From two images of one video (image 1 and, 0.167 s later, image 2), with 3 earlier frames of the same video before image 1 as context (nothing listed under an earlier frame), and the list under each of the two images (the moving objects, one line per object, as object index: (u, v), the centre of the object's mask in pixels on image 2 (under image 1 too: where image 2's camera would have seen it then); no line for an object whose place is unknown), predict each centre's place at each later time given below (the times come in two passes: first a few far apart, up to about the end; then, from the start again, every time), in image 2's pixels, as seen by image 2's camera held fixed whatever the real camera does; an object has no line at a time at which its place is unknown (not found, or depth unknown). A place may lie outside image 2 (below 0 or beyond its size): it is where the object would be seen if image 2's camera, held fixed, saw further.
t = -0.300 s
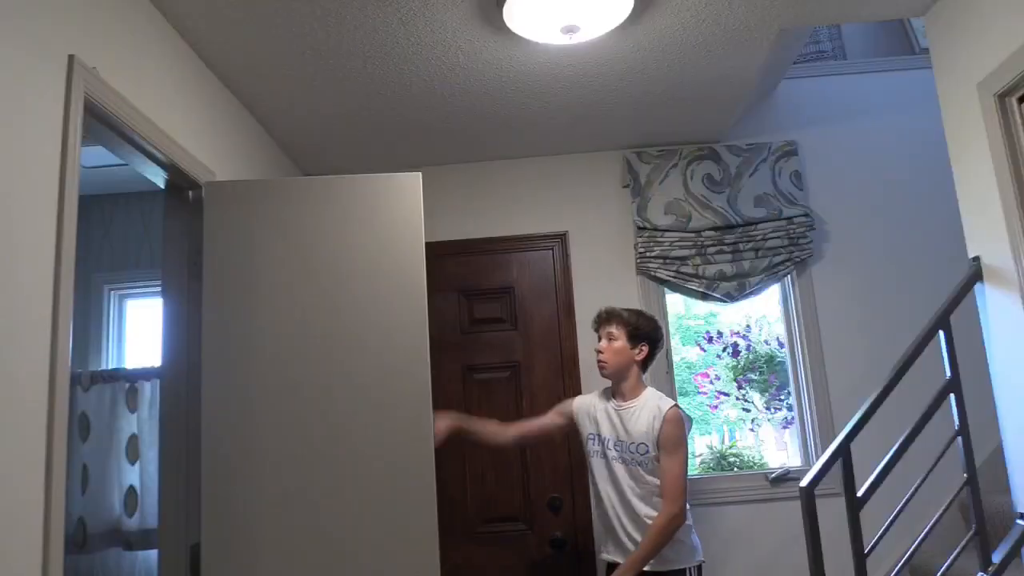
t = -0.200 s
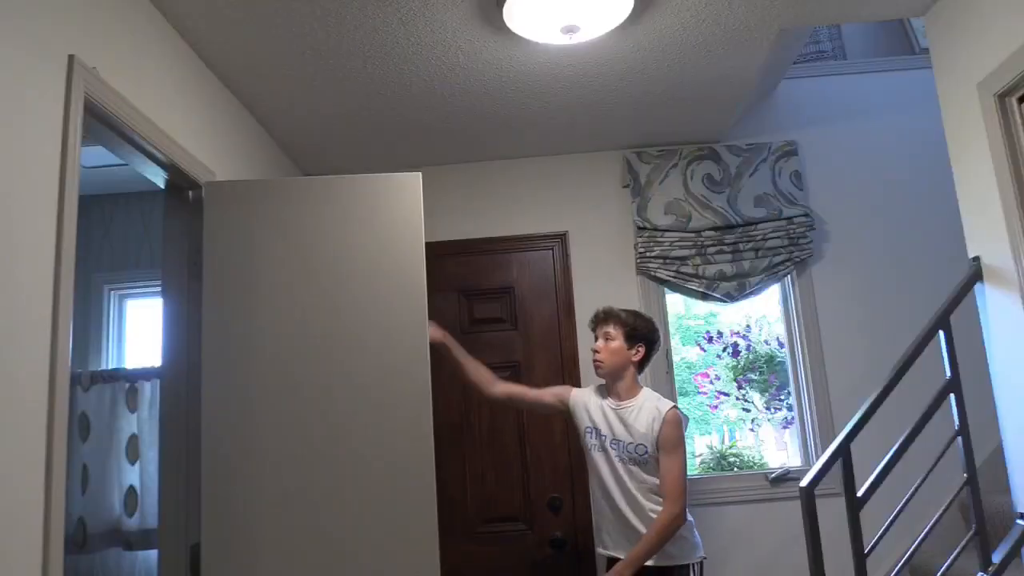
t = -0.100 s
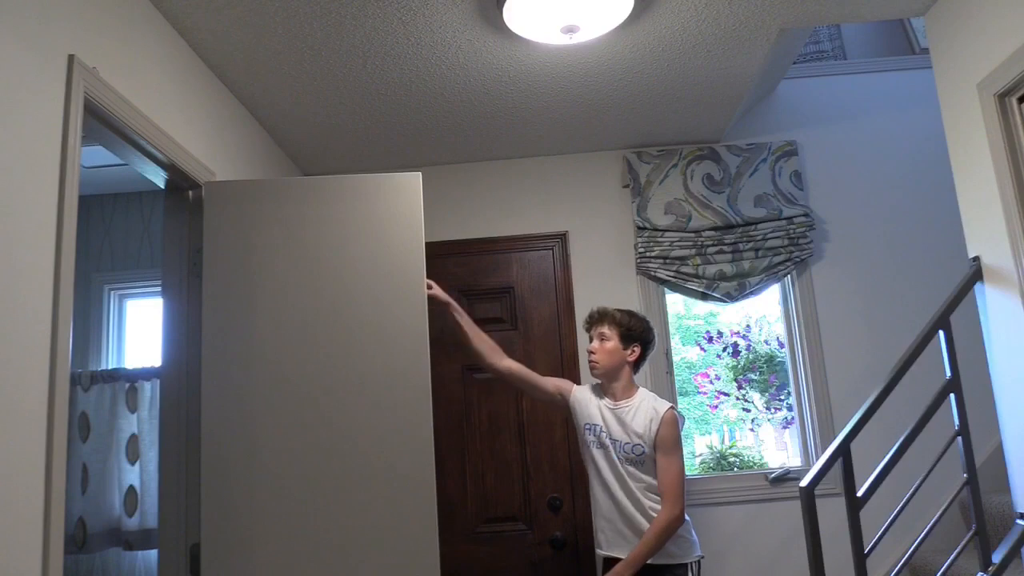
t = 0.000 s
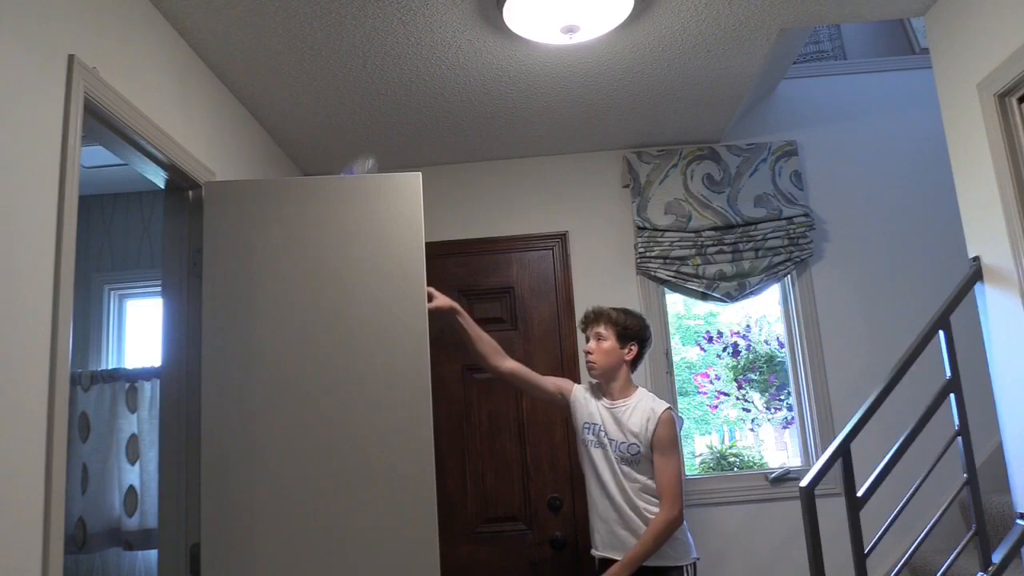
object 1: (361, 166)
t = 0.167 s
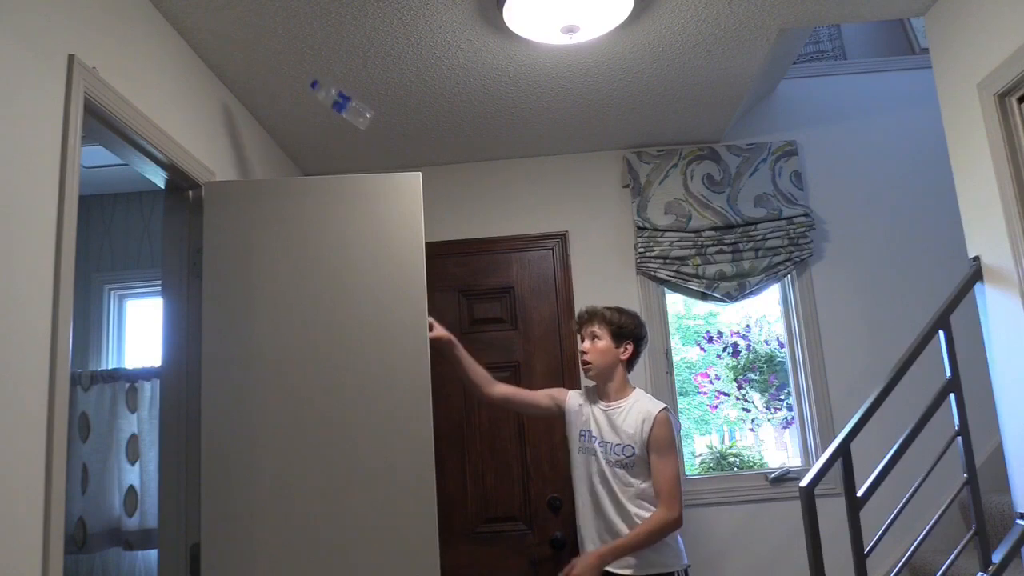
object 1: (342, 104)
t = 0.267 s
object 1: (339, 105)
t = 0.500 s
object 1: (335, 144)
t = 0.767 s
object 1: (332, 145)
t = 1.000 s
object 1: (332, 146)
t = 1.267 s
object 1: (332, 145)
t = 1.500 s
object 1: (332, 145)
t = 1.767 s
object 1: (332, 145)
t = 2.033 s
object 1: (332, 145)
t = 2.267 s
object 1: (332, 145)
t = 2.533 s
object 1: (332, 145)
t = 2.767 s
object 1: (332, 145)
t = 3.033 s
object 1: (332, 145)
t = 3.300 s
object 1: (333, 145)
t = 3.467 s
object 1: (332, 145)
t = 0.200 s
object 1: (341, 101)
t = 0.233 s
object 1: (341, 101)
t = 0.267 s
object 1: (339, 105)
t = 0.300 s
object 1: (339, 112)
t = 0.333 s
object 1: (337, 124)
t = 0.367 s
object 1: (336, 139)
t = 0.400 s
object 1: (336, 146)
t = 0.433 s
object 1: (337, 145)
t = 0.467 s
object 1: (336, 145)
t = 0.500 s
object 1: (335, 144)
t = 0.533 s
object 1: (333, 144)
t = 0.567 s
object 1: (330, 144)
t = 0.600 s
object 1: (330, 144)
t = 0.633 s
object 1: (331, 144)
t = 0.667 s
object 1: (332, 145)
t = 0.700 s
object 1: (332, 145)
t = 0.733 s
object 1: (332, 145)
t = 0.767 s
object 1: (332, 145)
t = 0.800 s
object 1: (332, 145)
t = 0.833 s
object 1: (332, 145)
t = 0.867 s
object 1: (332, 145)
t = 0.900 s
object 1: (332, 145)
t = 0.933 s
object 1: (332, 145)
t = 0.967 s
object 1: (332, 145)
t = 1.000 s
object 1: (332, 146)
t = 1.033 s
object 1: (332, 145)
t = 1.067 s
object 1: (332, 145)
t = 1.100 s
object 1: (332, 145)
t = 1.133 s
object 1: (332, 145)
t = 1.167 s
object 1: (332, 146)
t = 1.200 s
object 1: (332, 145)
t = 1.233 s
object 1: (332, 145)
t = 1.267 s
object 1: (332, 145)
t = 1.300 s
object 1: (332, 146)
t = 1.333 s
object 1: (332, 145)
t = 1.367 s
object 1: (332, 145)
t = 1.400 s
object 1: (332, 145)
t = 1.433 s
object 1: (332, 145)
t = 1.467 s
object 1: (332, 145)
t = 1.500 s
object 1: (332, 145)
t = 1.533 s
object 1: (332, 145)
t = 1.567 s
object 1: (332, 145)
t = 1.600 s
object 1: (332, 145)
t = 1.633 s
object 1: (332, 145)
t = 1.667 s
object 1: (332, 145)
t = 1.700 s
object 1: (332, 145)
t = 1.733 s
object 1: (332, 145)
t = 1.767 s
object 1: (332, 145)
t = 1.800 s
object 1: (333, 145)
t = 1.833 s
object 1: (332, 145)
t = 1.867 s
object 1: (332, 145)
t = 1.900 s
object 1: (332, 145)
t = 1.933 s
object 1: (332, 145)
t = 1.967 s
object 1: (332, 145)
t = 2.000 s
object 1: (332, 145)
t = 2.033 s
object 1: (332, 145)
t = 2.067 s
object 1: (332, 145)
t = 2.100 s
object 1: (332, 145)
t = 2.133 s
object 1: (332, 145)
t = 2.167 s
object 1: (332, 145)
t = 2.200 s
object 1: (332, 145)
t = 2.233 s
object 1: (332, 145)
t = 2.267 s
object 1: (332, 145)
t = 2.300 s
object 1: (332, 145)
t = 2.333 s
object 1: (332, 145)
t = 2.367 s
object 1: (332, 145)
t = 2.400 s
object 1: (332, 145)
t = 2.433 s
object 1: (332, 145)
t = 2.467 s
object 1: (332, 145)
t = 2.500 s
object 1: (332, 145)
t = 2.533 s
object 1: (332, 145)
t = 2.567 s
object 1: (332, 145)
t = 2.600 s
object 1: (332, 145)
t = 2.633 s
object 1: (332, 145)
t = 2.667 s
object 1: (332, 145)
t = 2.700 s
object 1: (332, 145)
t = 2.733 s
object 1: (332, 145)
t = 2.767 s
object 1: (332, 145)
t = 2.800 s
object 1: (333, 145)
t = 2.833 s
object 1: (333, 145)
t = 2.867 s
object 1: (332, 145)
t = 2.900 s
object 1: (332, 145)
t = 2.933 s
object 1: (332, 145)
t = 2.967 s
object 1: (332, 145)
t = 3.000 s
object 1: (332, 145)
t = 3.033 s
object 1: (332, 145)
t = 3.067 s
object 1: (332, 145)
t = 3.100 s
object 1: (332, 145)
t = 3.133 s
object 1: (332, 145)
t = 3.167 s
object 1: (333, 145)
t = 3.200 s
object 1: (333, 145)
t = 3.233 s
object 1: (333, 145)
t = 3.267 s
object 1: (333, 145)
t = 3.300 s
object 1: (333, 145)
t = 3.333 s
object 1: (333, 145)
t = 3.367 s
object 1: (332, 145)
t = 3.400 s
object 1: (332, 145)
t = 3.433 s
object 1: (333, 145)
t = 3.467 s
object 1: (332, 145)
